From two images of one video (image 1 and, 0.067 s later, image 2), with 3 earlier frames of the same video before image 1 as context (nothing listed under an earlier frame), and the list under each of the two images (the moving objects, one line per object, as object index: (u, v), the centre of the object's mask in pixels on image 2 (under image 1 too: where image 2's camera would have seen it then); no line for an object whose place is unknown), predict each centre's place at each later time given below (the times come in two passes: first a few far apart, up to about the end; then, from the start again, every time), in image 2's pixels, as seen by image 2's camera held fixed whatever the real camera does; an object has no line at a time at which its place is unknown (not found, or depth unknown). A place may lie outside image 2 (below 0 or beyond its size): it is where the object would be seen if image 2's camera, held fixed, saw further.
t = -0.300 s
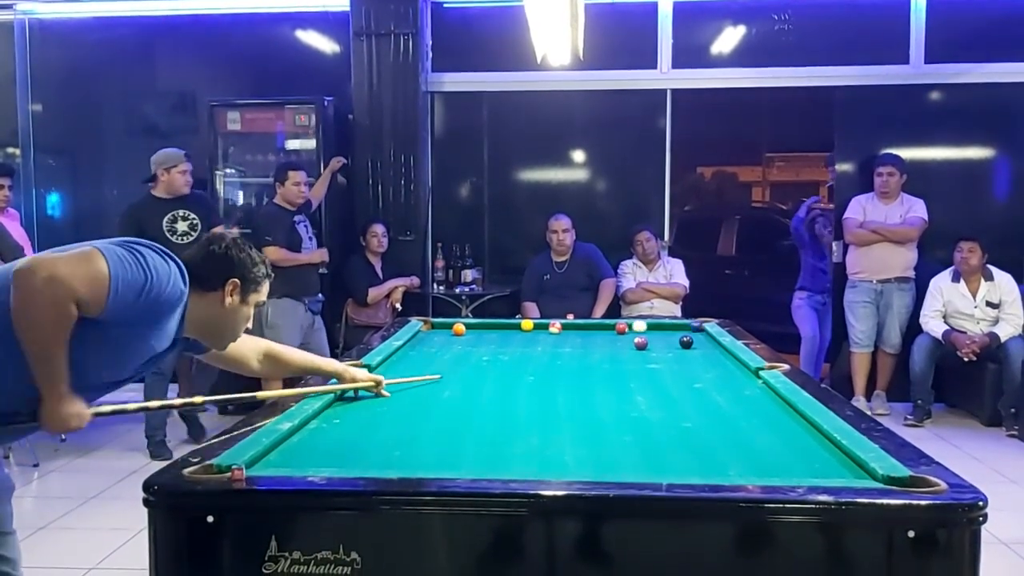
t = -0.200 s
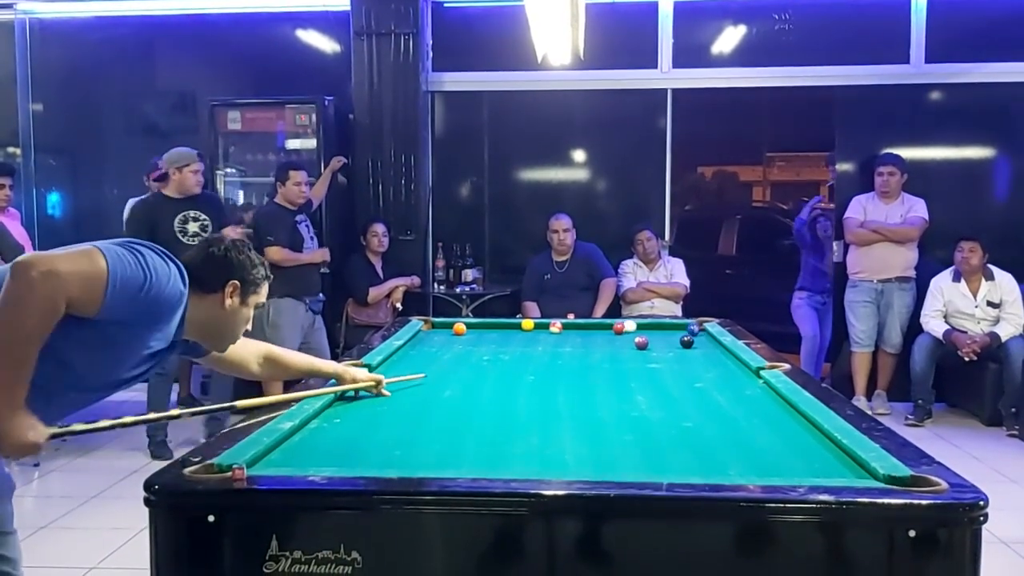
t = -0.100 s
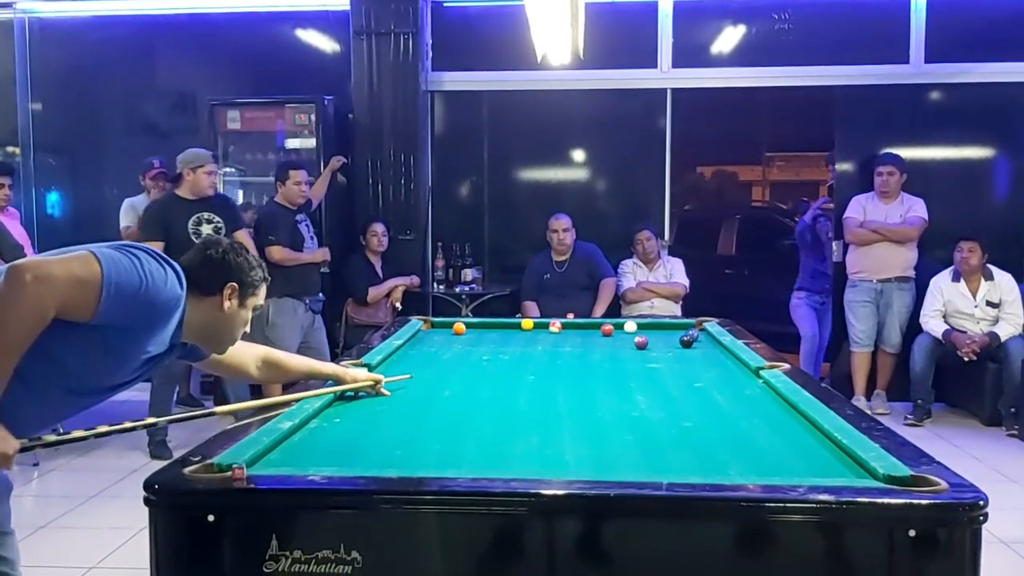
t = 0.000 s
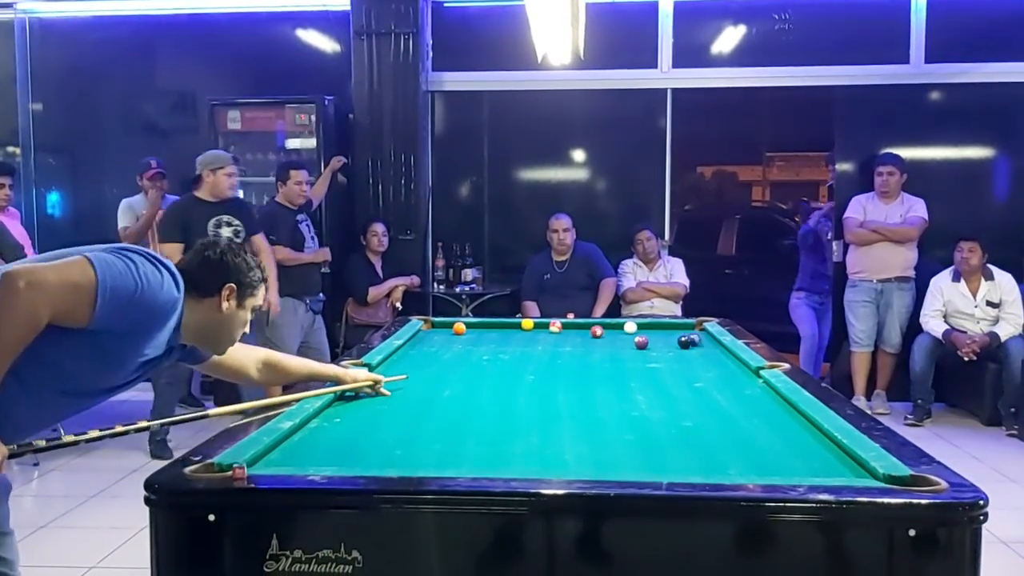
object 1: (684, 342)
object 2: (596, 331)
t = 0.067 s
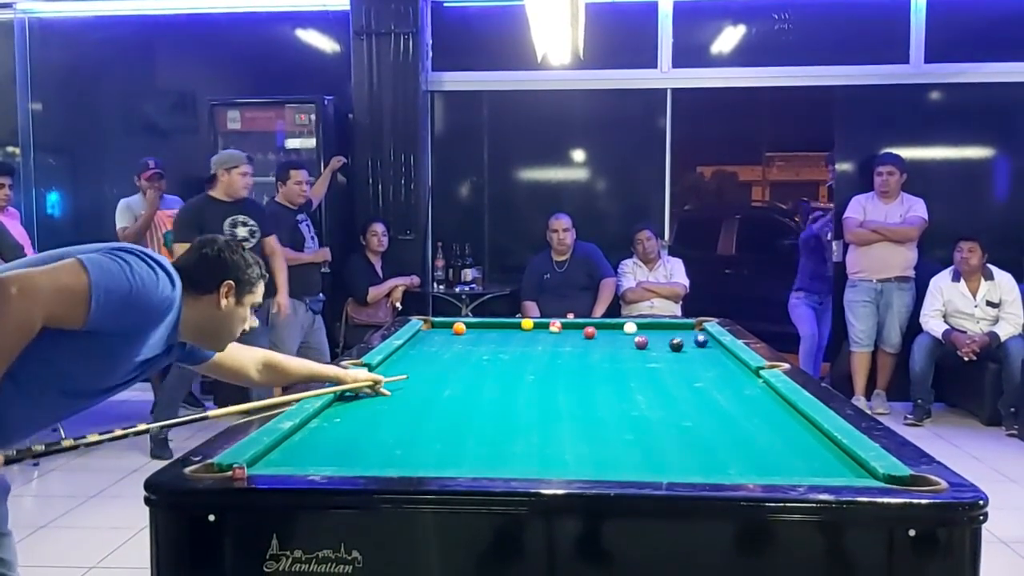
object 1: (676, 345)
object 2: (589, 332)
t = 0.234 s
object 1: (659, 351)
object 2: (572, 335)
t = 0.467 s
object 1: (636, 359)
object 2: (548, 339)
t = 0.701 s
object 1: (610, 369)
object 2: (523, 342)
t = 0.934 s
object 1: (582, 379)
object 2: (499, 346)
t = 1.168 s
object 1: (551, 390)
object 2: (474, 350)
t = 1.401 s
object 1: (518, 401)
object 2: (451, 353)
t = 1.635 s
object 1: (482, 414)
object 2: (428, 357)
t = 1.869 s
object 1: (442, 428)
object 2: (405, 361)
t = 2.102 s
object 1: (400, 442)
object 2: (384, 364)
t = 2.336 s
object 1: (355, 456)
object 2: (392, 366)
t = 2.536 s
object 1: (314, 463)
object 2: (397, 367)
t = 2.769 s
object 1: (306, 459)
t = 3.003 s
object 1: (301, 454)
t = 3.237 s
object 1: (297, 446)
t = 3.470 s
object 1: (293, 440)
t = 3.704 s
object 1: (300, 435)
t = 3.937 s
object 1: (308, 432)
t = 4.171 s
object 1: (315, 430)
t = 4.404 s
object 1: (321, 428)
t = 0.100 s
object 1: (673, 346)
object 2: (586, 333)
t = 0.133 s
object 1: (669, 347)
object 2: (583, 333)
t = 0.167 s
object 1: (666, 348)
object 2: (579, 334)
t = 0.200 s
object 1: (662, 350)
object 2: (575, 334)
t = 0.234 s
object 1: (659, 351)
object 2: (572, 335)
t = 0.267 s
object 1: (656, 352)
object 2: (569, 336)
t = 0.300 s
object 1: (653, 353)
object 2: (565, 336)
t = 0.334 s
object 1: (650, 354)
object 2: (562, 337)
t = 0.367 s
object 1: (646, 356)
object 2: (558, 338)
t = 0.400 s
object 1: (642, 356)
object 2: (555, 338)
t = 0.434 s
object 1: (639, 358)
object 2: (551, 338)
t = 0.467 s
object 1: (636, 359)
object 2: (548, 339)
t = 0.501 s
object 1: (632, 361)
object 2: (544, 339)
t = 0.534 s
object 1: (628, 362)
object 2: (541, 340)
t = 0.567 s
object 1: (625, 363)
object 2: (537, 340)
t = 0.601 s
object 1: (621, 365)
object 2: (534, 341)
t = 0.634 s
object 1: (617, 366)
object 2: (530, 342)
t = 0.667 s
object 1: (614, 367)
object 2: (527, 342)
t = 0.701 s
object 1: (610, 369)
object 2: (523, 342)
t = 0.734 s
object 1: (606, 370)
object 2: (519, 343)
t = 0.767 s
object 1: (602, 372)
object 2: (516, 344)
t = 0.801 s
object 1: (598, 373)
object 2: (512, 344)
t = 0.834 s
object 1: (594, 374)
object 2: (509, 345)
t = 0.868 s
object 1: (590, 376)
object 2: (505, 345)
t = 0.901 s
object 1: (586, 377)
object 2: (502, 346)
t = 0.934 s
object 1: (582, 379)
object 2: (499, 346)
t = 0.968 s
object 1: (578, 381)
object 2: (495, 347)
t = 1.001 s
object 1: (574, 382)
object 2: (492, 347)
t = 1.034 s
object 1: (569, 383)
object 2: (488, 348)
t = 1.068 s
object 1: (565, 385)
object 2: (485, 348)
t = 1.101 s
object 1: (560, 387)
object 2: (481, 349)
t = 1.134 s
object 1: (556, 388)
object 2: (478, 350)
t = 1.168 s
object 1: (551, 390)
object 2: (474, 350)
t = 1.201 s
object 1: (547, 391)
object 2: (471, 350)
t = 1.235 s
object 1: (542, 393)
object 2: (467, 351)
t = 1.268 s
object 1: (538, 395)
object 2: (464, 352)
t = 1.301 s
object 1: (533, 396)
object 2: (461, 352)
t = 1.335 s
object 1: (528, 398)
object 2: (458, 352)
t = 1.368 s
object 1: (523, 399)
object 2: (454, 353)
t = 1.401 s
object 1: (518, 401)
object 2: (451, 353)
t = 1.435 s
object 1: (513, 403)
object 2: (447, 354)
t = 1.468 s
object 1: (507, 405)
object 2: (444, 355)
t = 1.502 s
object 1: (503, 407)
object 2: (441, 355)
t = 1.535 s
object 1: (497, 409)
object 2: (438, 356)
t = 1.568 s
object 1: (492, 410)
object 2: (434, 356)
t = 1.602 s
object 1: (487, 412)
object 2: (431, 357)
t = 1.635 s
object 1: (482, 414)
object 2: (428, 357)
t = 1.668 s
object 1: (476, 416)
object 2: (424, 358)
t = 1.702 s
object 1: (470, 418)
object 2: (421, 358)
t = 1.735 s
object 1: (465, 420)
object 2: (418, 359)
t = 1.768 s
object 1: (459, 421)
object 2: (414, 359)
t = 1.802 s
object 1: (453, 424)
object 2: (411, 360)
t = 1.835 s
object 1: (448, 426)
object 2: (408, 360)
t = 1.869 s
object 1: (442, 428)
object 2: (405, 361)
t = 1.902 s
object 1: (436, 430)
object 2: (402, 361)
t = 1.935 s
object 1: (430, 432)
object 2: (399, 361)
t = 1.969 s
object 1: (425, 434)
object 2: (395, 362)
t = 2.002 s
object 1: (418, 436)
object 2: (392, 363)
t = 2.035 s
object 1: (413, 438)
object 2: (389, 363)
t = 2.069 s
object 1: (407, 440)
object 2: (386, 364)
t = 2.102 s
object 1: (400, 442)
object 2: (384, 364)
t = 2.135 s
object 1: (394, 445)
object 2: (385, 365)
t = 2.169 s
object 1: (388, 447)
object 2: (386, 365)
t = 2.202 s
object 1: (381, 449)
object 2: (387, 365)
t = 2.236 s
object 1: (375, 452)
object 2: (388, 365)
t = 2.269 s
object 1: (368, 454)
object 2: (389, 365)
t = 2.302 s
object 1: (361, 455)
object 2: (391, 366)
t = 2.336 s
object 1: (355, 456)
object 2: (392, 366)
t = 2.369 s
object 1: (348, 457)
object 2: (392, 366)
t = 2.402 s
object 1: (342, 458)
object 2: (393, 367)
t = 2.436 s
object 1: (335, 460)
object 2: (394, 367)
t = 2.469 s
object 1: (328, 461)
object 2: (395, 367)
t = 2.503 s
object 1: (321, 462)
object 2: (396, 367)
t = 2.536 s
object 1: (314, 463)
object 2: (397, 367)
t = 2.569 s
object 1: (312, 462)
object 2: (398, 368)
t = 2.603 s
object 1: (311, 462)
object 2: (399, 368)
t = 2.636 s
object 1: (310, 461)
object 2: (400, 368)
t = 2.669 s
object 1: (309, 460)
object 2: (401, 369)
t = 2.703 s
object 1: (308, 460)
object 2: (401, 369)
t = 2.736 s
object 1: (307, 459)
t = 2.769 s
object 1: (306, 459)
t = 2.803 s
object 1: (305, 458)
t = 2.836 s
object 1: (304, 457)
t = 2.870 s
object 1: (303, 457)
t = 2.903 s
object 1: (303, 456)
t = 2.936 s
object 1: (302, 455)
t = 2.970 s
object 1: (301, 454)
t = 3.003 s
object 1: (301, 454)
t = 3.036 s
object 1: (300, 453)
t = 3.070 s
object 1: (300, 452)
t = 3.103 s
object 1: (299, 451)
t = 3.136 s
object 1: (298, 450)
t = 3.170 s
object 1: (298, 449)
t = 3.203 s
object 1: (297, 448)
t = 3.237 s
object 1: (297, 446)
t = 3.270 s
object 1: (296, 445)
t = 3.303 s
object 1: (296, 445)
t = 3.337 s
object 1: (295, 443)
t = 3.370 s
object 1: (295, 443)
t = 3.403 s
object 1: (294, 442)
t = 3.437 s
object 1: (294, 441)
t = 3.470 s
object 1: (293, 440)
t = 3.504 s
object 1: (293, 439)
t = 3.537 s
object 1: (293, 439)
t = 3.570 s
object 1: (294, 438)
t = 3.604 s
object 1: (296, 437)
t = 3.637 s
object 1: (298, 437)
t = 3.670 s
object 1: (299, 436)
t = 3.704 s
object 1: (300, 435)
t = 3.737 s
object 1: (302, 435)
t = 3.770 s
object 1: (303, 435)
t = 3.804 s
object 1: (304, 434)
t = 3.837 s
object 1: (305, 433)
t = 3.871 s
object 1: (307, 433)
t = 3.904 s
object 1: (308, 433)
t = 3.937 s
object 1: (308, 432)
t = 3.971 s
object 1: (310, 432)
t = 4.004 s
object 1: (311, 431)
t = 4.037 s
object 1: (312, 431)
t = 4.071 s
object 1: (313, 430)
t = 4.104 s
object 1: (314, 430)
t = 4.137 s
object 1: (314, 430)
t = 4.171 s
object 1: (315, 430)
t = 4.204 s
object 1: (316, 429)
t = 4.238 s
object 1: (317, 429)
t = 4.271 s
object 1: (318, 428)
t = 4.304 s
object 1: (319, 428)
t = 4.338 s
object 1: (320, 428)
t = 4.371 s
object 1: (321, 428)
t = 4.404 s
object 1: (321, 428)
